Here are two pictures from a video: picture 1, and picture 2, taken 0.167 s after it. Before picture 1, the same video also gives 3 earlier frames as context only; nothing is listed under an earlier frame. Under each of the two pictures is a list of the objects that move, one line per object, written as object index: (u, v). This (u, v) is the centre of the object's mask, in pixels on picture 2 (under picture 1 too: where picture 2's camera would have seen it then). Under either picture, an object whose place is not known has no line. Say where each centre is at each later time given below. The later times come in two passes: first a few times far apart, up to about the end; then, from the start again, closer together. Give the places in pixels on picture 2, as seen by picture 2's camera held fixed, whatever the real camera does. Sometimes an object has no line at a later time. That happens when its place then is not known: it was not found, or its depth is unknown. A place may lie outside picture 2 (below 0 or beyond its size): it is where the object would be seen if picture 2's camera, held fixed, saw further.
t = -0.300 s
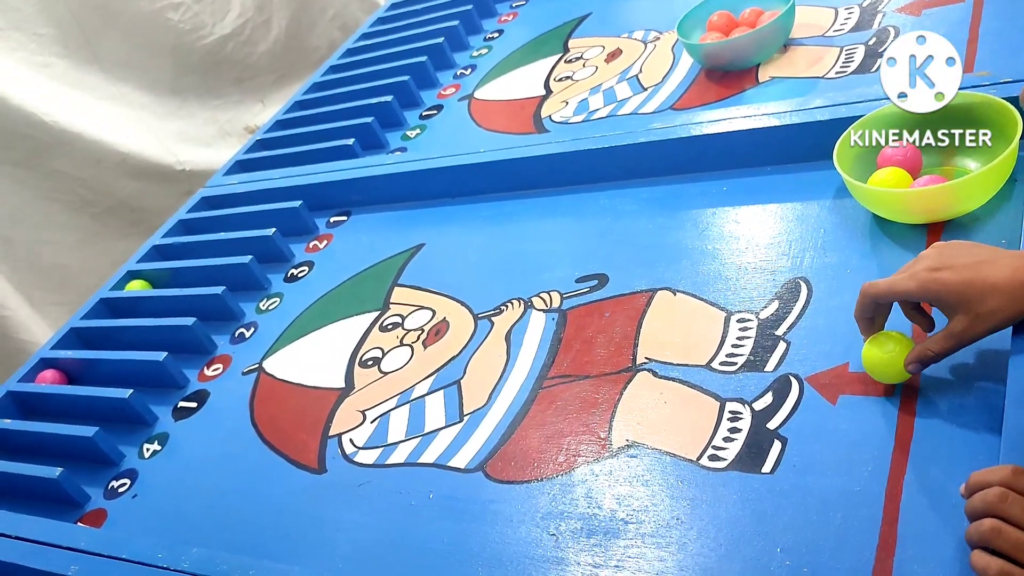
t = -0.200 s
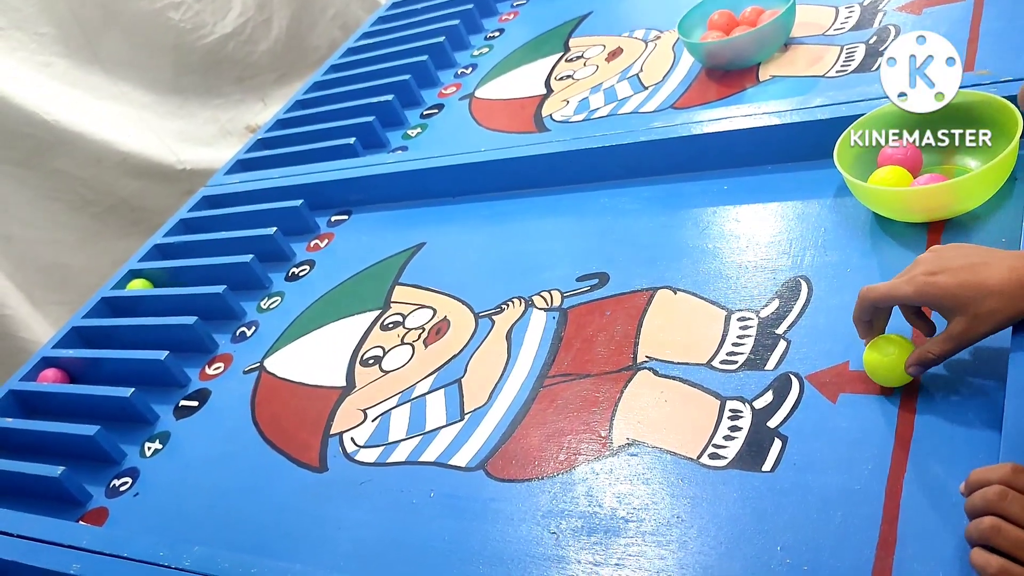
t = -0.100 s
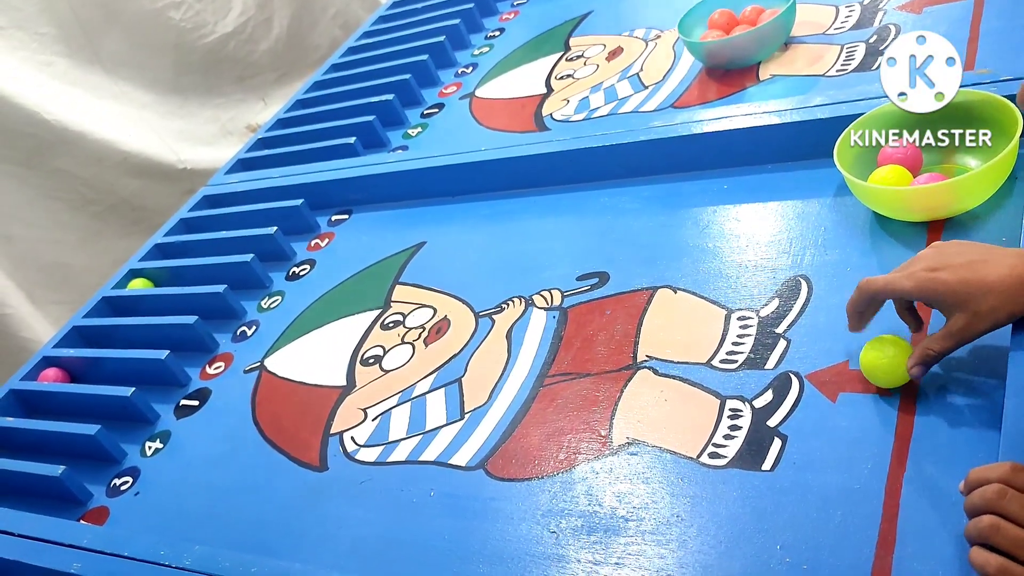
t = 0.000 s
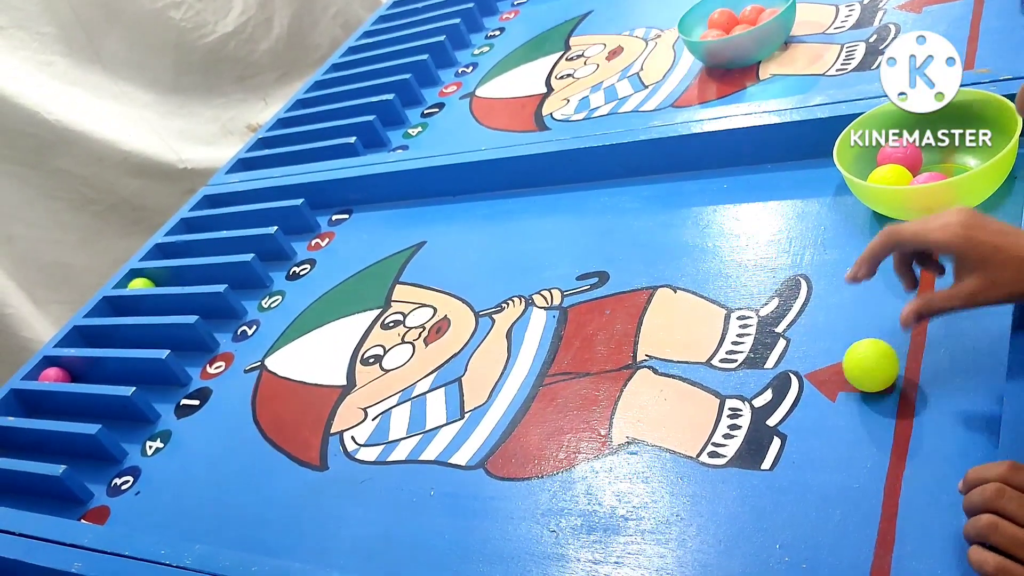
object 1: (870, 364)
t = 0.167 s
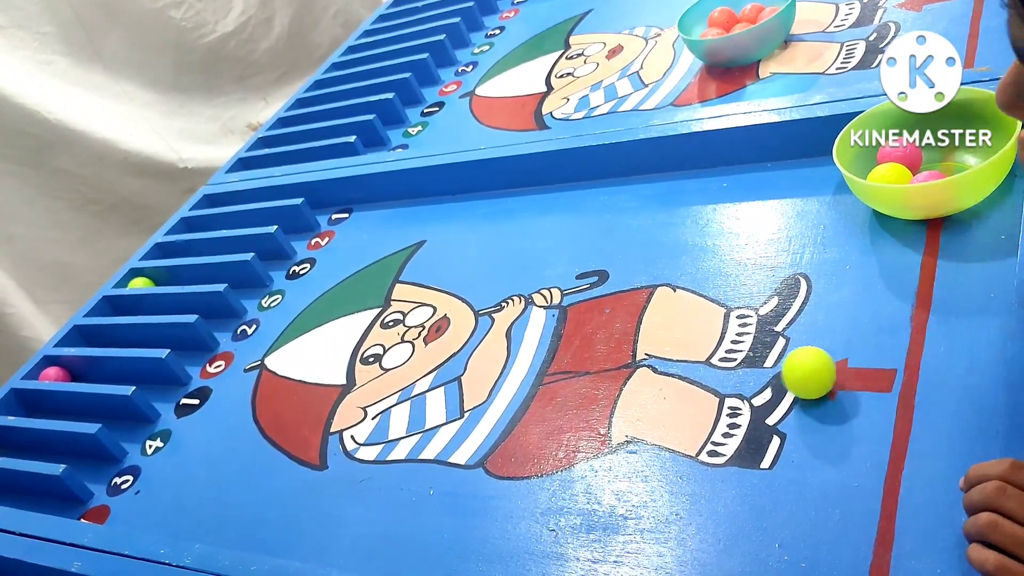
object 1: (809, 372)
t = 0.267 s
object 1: (753, 376)
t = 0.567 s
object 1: (538, 372)
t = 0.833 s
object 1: (330, 364)
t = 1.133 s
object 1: (135, 342)
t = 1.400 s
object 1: (115, 343)
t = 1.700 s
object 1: (85, 343)
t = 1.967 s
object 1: (84, 343)
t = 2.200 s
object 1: (85, 343)
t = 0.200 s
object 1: (791, 374)
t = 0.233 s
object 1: (773, 374)
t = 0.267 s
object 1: (753, 376)
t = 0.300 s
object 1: (731, 374)
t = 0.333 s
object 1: (710, 374)
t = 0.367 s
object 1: (688, 375)
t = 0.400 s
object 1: (663, 375)
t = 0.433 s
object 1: (638, 374)
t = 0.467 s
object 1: (613, 373)
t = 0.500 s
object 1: (587, 373)
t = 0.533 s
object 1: (563, 372)
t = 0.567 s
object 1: (538, 372)
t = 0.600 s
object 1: (510, 371)
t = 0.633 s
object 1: (484, 371)
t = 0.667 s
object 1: (457, 368)
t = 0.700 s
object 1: (432, 368)
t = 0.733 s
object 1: (407, 367)
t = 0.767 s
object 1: (379, 366)
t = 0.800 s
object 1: (354, 363)
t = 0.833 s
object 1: (330, 364)
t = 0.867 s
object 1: (304, 363)
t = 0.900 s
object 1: (279, 360)
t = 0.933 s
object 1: (255, 358)
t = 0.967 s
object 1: (230, 356)
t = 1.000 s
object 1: (208, 355)
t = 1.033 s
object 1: (189, 350)
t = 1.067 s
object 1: (173, 346)
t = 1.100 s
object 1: (152, 343)
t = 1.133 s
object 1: (135, 342)
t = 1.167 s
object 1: (117, 343)
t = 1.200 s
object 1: (103, 342)
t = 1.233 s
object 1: (86, 342)
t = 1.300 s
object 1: (102, 343)
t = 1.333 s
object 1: (110, 343)
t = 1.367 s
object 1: (113, 343)
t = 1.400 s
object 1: (115, 343)
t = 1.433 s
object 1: (114, 343)
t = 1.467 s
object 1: (112, 343)
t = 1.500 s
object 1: (109, 343)
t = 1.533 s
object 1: (106, 343)
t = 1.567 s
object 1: (102, 343)
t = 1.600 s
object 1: (98, 342)
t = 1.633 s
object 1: (93, 343)
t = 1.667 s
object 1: (89, 343)
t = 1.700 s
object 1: (85, 343)
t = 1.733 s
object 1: (88, 343)
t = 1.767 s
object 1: (90, 343)
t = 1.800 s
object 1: (90, 343)
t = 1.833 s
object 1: (90, 343)
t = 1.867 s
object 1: (88, 343)
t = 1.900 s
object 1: (87, 343)
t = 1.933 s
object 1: (84, 343)
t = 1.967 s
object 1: (84, 343)
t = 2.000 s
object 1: (85, 343)
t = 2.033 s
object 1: (84, 343)
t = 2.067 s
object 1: (85, 343)
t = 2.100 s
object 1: (85, 343)
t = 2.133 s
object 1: (85, 343)
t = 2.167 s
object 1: (85, 343)
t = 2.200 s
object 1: (85, 343)
